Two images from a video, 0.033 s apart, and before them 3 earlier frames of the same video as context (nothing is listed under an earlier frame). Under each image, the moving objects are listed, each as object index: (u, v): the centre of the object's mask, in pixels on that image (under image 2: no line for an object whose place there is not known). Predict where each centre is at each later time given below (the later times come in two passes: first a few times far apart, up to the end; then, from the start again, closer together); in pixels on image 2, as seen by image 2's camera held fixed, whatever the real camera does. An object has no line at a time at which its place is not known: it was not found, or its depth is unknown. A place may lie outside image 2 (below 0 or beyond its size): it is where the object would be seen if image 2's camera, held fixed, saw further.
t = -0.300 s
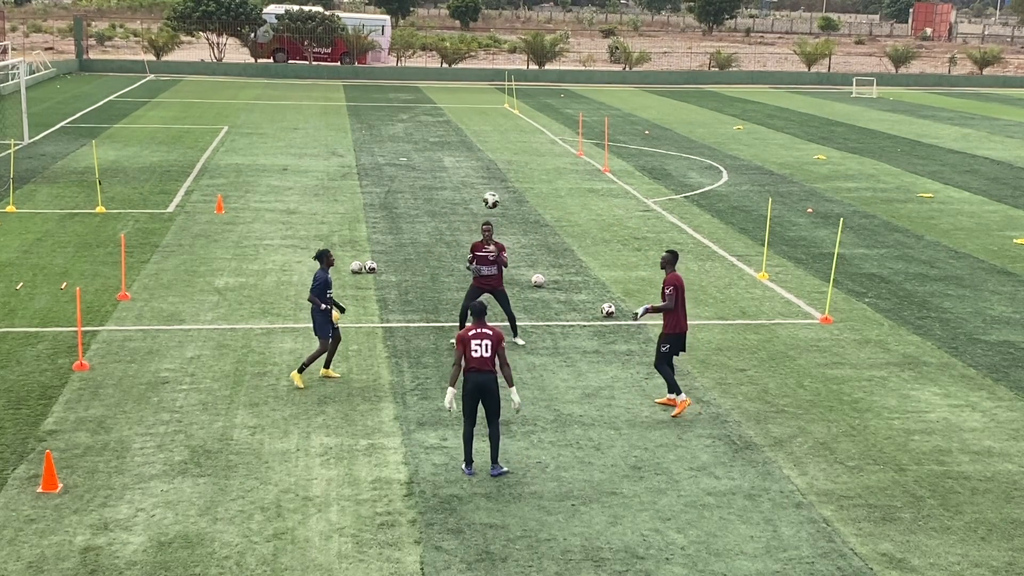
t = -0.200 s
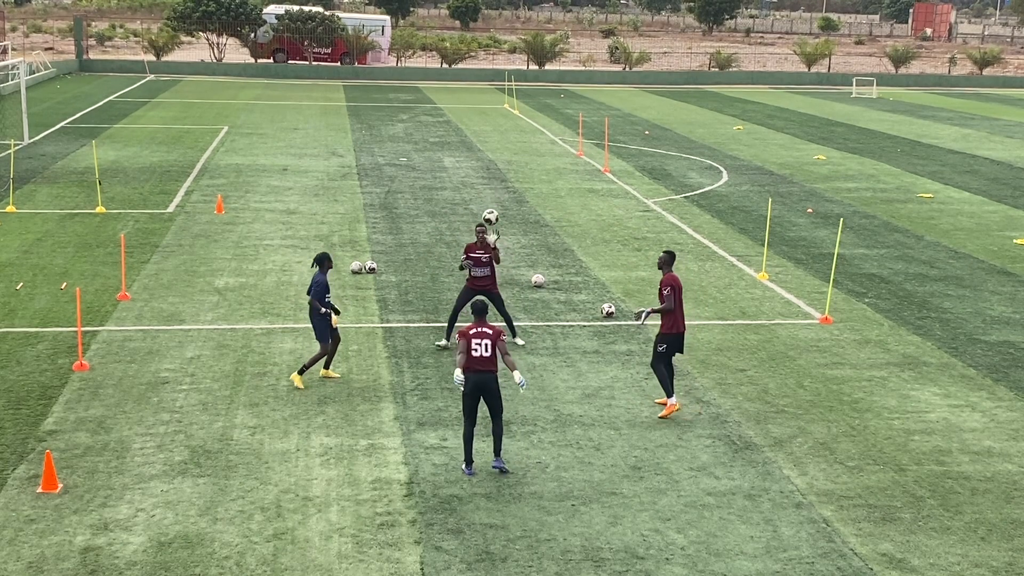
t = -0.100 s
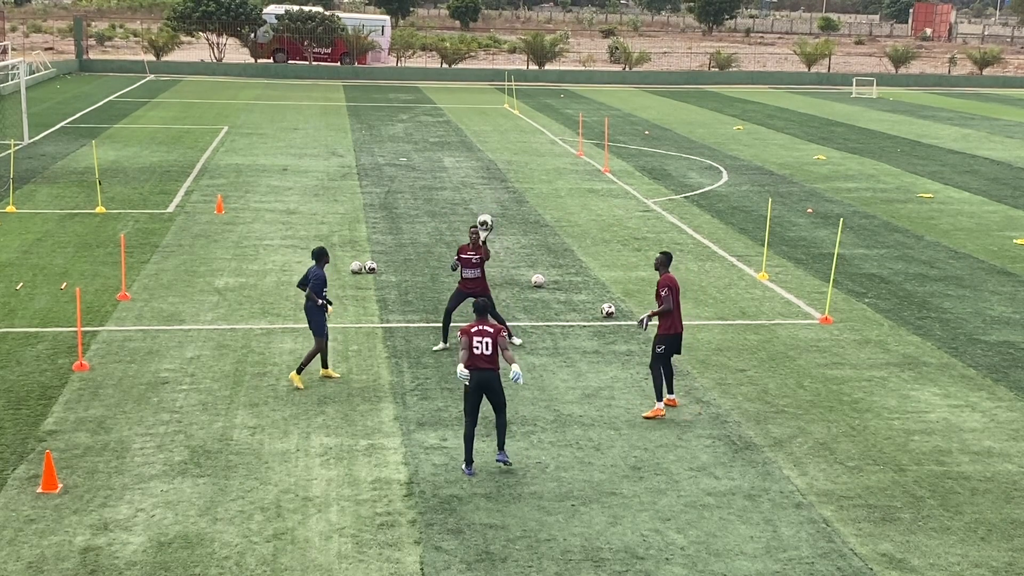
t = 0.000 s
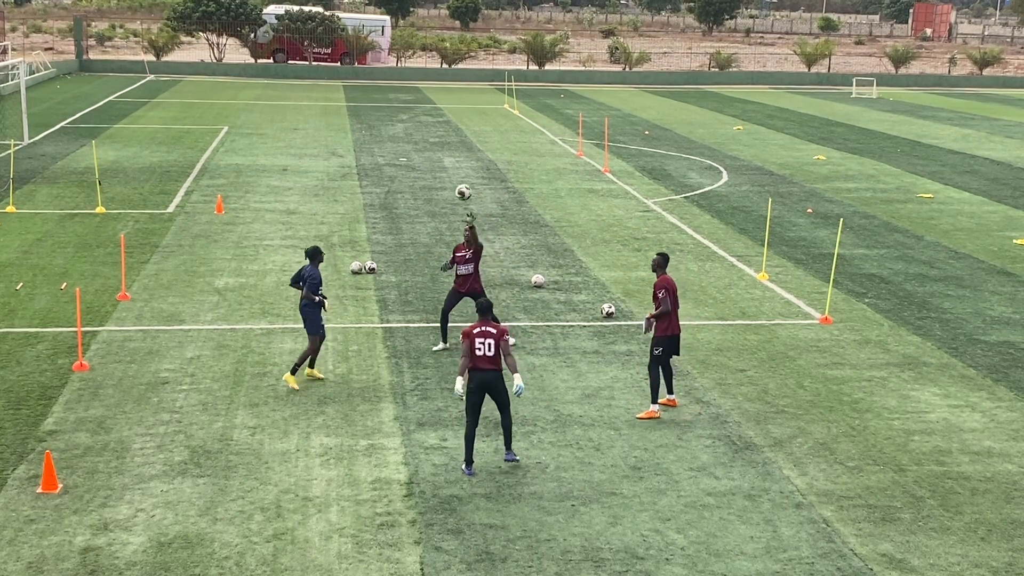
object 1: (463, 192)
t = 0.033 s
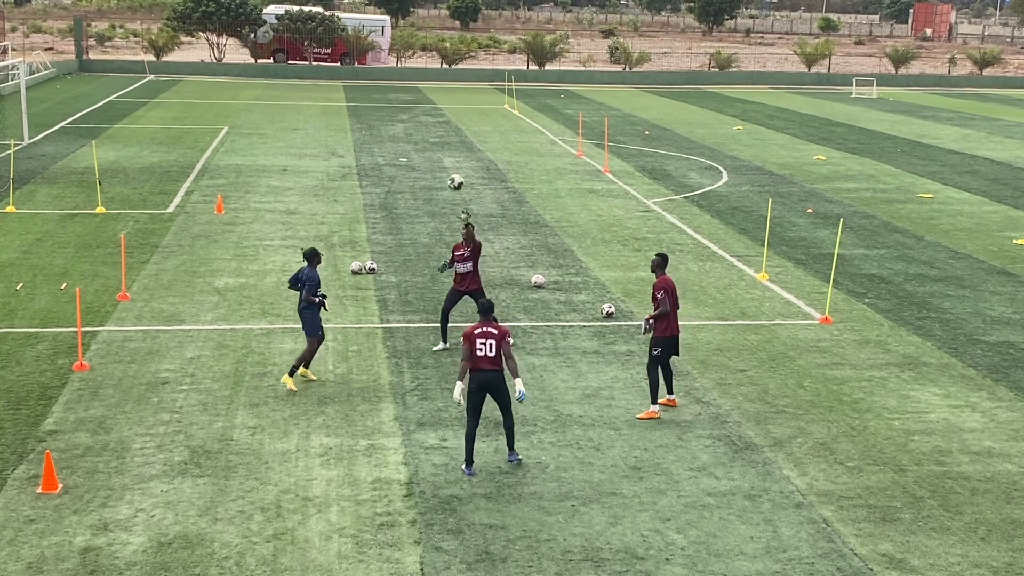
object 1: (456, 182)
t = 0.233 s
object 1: (407, 137)
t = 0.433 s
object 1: (356, 121)
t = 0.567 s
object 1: (321, 127)
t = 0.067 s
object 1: (448, 173)
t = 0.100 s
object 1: (440, 164)
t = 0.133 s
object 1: (432, 157)
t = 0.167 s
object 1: (424, 150)
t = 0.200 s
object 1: (416, 143)
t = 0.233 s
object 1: (407, 137)
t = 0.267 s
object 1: (399, 132)
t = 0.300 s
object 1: (390, 129)
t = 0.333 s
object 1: (382, 125)
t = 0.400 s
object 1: (365, 122)
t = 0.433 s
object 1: (356, 121)
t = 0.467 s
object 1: (348, 121)
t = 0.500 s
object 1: (340, 122)
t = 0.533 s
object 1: (330, 124)
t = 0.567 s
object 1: (321, 127)
